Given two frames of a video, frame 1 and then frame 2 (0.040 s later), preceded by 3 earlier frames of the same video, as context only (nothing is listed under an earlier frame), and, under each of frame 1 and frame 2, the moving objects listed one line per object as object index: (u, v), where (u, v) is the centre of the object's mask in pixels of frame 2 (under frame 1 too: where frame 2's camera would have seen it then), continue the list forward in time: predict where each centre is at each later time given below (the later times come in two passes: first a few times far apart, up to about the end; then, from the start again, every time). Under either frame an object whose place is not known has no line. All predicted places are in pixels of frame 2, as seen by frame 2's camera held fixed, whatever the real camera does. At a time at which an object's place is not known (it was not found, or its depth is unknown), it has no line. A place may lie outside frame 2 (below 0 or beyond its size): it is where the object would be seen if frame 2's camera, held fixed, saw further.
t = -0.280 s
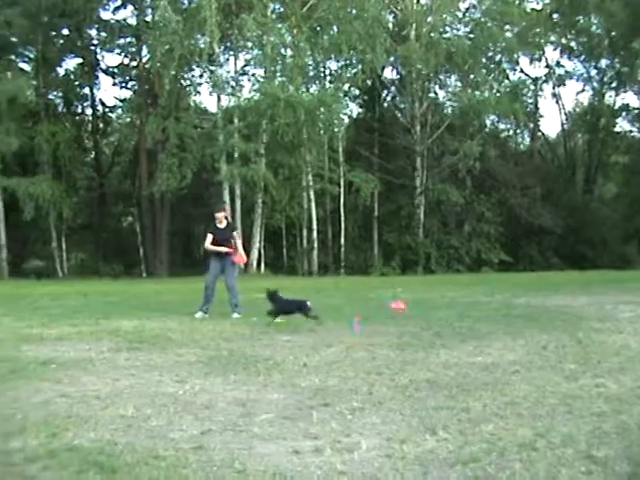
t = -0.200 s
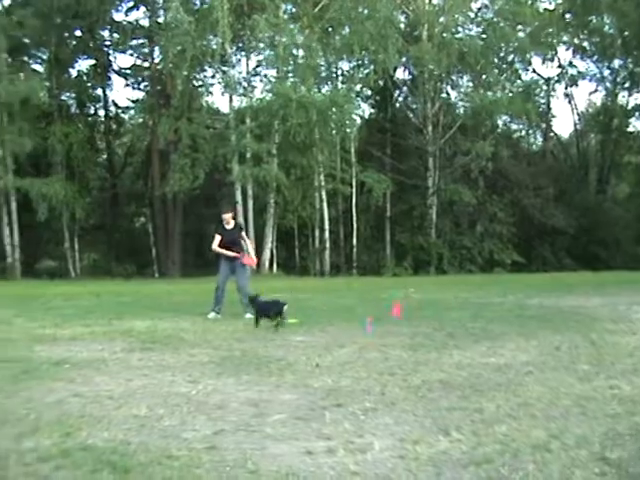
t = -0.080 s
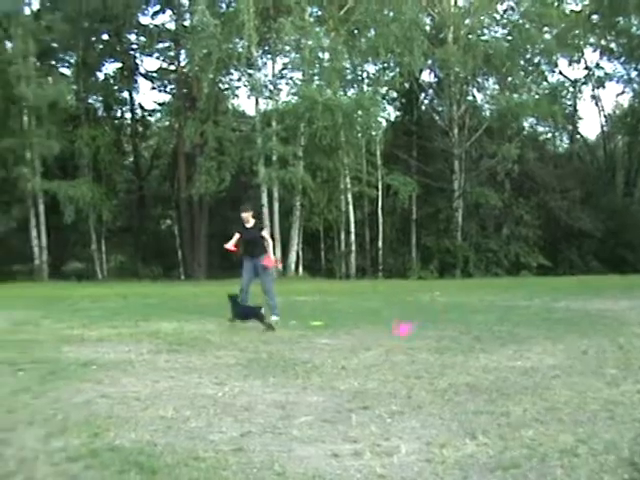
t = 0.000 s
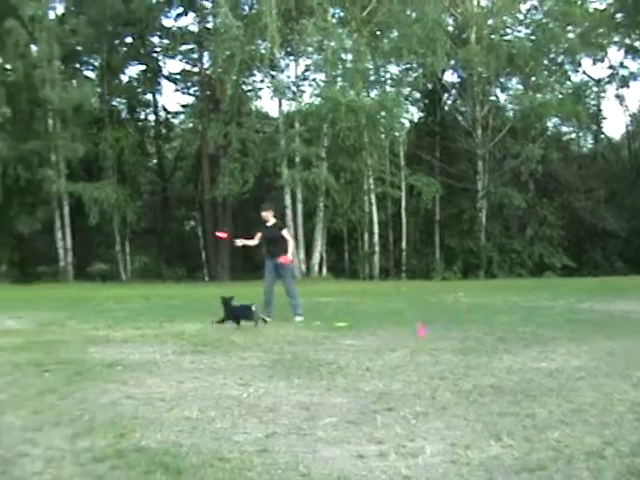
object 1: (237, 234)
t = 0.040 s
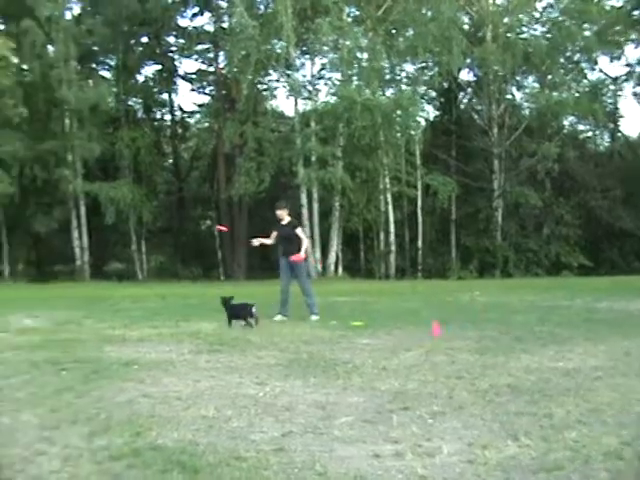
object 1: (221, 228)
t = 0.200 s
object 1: (161, 217)
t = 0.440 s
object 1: (77, 221)
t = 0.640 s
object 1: (14, 232)
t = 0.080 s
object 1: (206, 223)
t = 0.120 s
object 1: (191, 219)
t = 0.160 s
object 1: (176, 217)
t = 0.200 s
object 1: (161, 217)
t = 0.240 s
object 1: (146, 216)
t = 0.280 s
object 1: (132, 216)
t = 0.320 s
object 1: (119, 217)
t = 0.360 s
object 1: (105, 218)
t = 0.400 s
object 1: (91, 219)
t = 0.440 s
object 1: (77, 221)
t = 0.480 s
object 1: (65, 222)
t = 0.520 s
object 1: (51, 224)
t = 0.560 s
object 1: (38, 227)
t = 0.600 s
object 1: (26, 229)
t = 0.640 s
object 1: (14, 232)
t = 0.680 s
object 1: (1, 236)
